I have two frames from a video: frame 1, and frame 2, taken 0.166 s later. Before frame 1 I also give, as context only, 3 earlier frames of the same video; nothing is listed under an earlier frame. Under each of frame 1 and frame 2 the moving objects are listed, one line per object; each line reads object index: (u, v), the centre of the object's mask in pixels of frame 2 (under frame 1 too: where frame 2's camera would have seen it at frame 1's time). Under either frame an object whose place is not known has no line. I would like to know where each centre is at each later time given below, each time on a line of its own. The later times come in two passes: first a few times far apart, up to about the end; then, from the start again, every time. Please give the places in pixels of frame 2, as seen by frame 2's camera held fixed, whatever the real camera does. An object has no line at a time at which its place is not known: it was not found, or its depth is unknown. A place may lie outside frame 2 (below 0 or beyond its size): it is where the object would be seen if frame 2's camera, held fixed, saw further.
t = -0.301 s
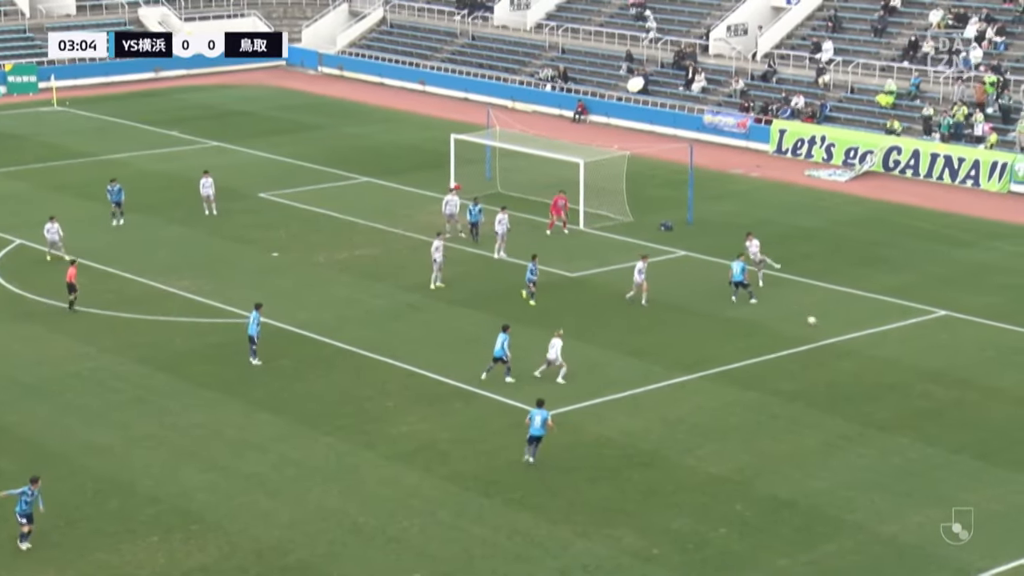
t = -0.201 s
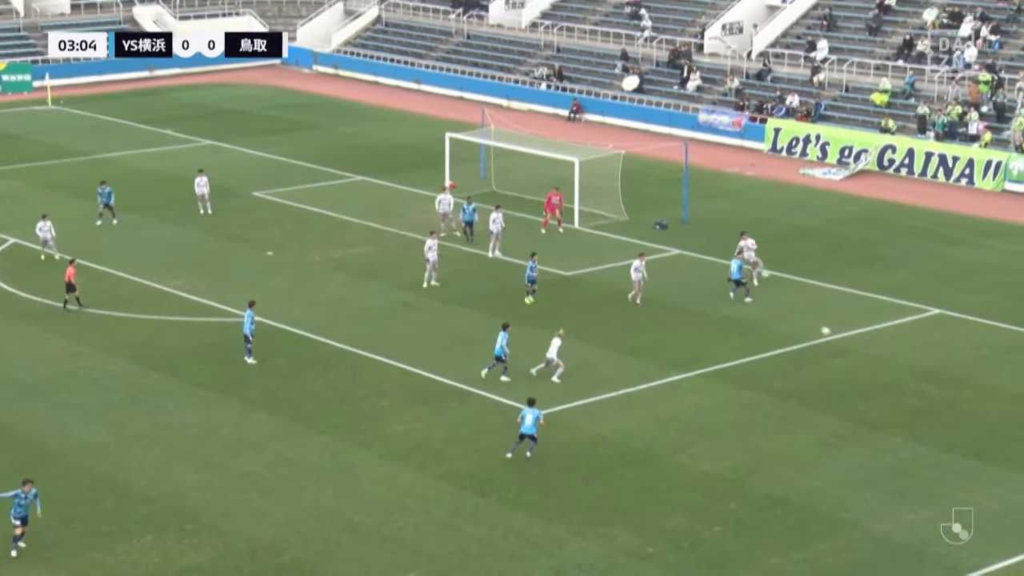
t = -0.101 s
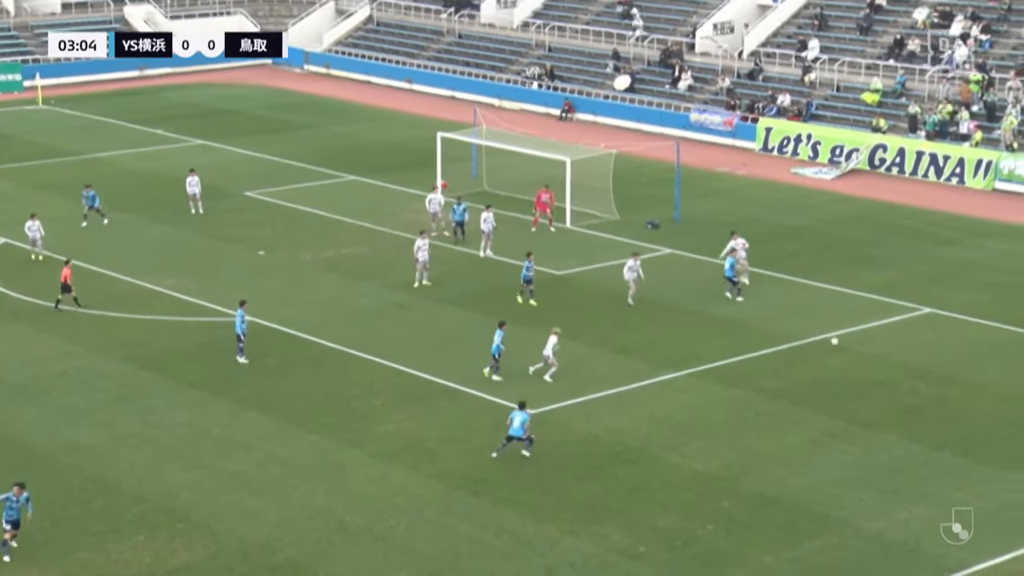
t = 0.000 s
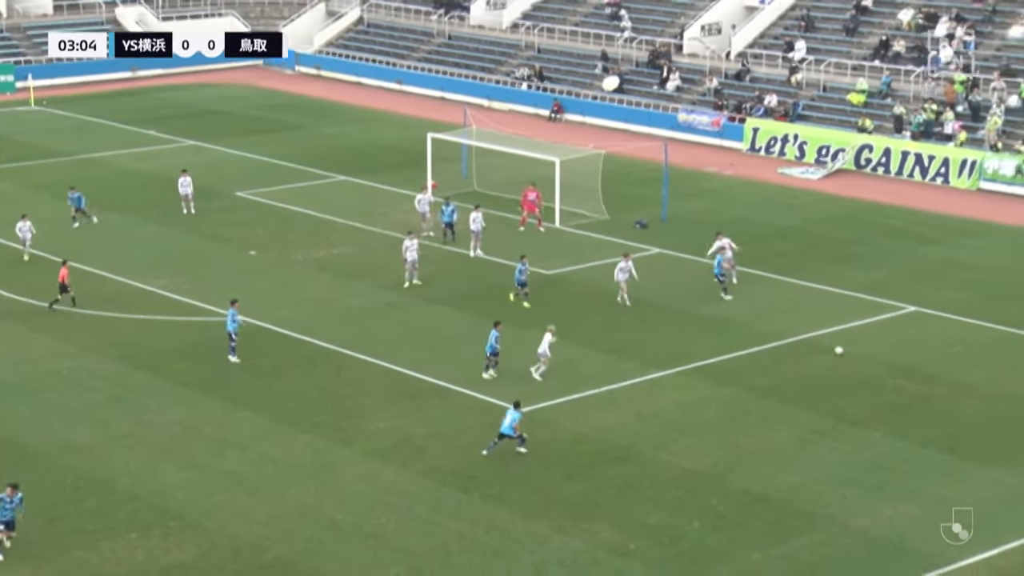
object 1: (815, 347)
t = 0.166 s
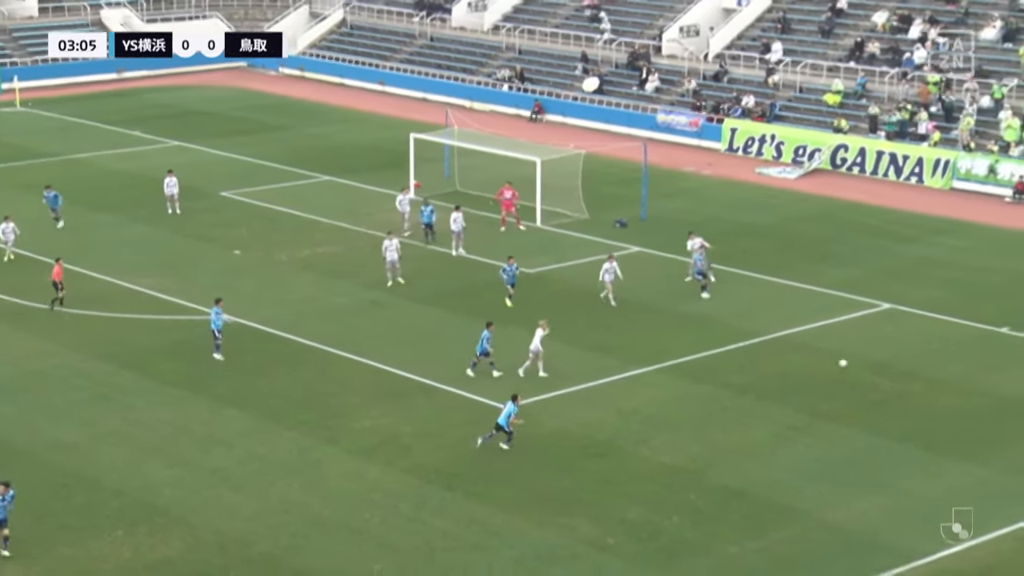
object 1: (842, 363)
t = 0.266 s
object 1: (859, 372)
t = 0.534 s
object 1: (902, 397)
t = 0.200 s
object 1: (848, 366)
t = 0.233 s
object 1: (853, 370)
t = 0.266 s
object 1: (859, 372)
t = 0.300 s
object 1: (864, 375)
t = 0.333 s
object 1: (869, 379)
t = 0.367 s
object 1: (875, 381)
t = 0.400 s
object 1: (880, 384)
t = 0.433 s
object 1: (886, 387)
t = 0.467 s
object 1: (891, 391)
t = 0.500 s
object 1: (896, 394)
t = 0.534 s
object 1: (902, 397)
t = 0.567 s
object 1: (907, 400)
